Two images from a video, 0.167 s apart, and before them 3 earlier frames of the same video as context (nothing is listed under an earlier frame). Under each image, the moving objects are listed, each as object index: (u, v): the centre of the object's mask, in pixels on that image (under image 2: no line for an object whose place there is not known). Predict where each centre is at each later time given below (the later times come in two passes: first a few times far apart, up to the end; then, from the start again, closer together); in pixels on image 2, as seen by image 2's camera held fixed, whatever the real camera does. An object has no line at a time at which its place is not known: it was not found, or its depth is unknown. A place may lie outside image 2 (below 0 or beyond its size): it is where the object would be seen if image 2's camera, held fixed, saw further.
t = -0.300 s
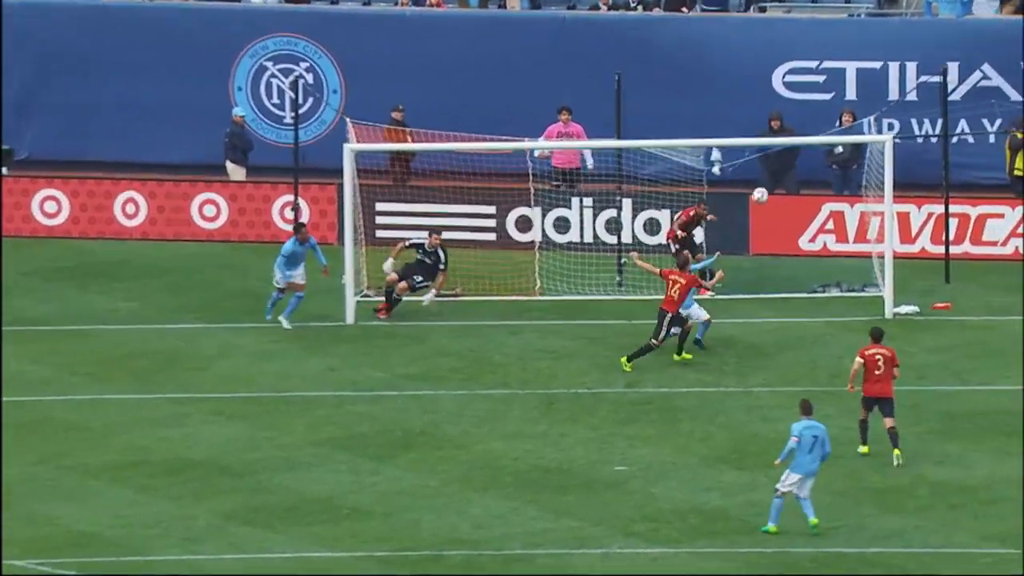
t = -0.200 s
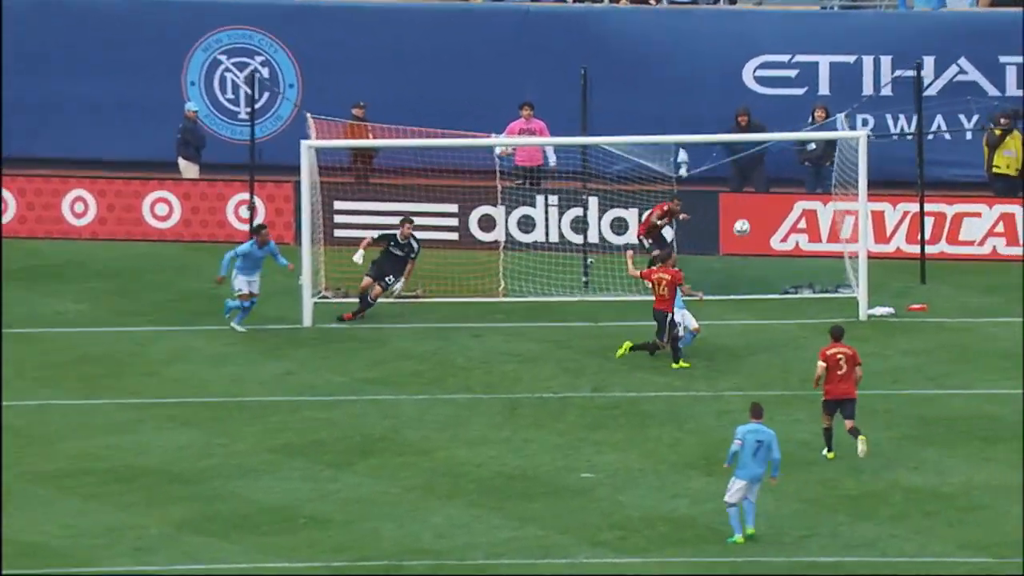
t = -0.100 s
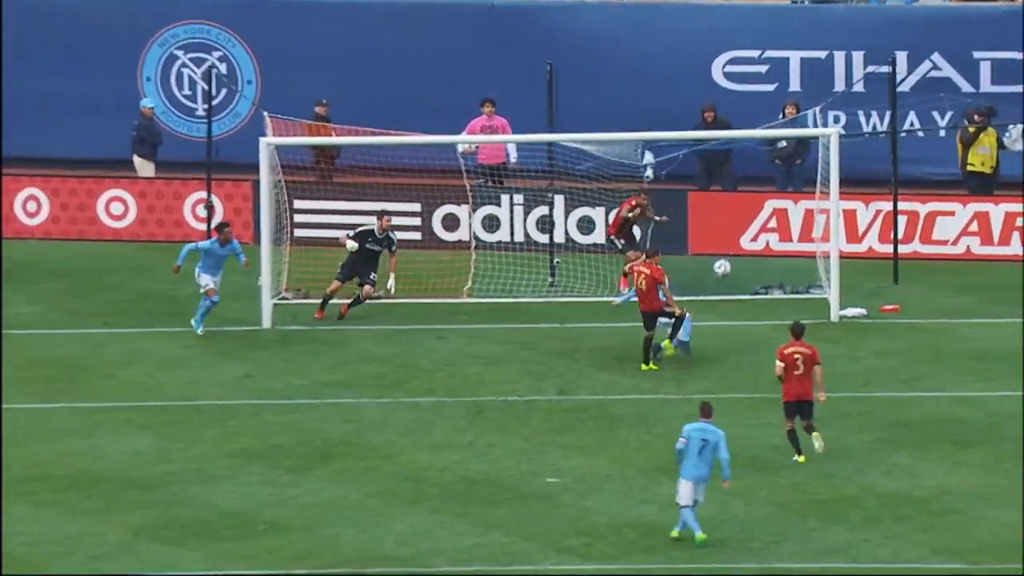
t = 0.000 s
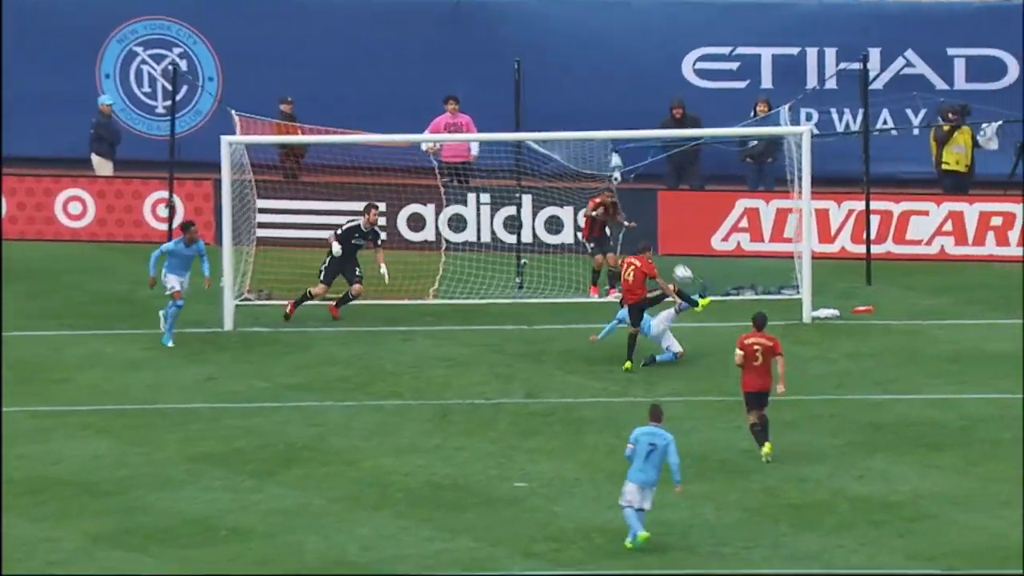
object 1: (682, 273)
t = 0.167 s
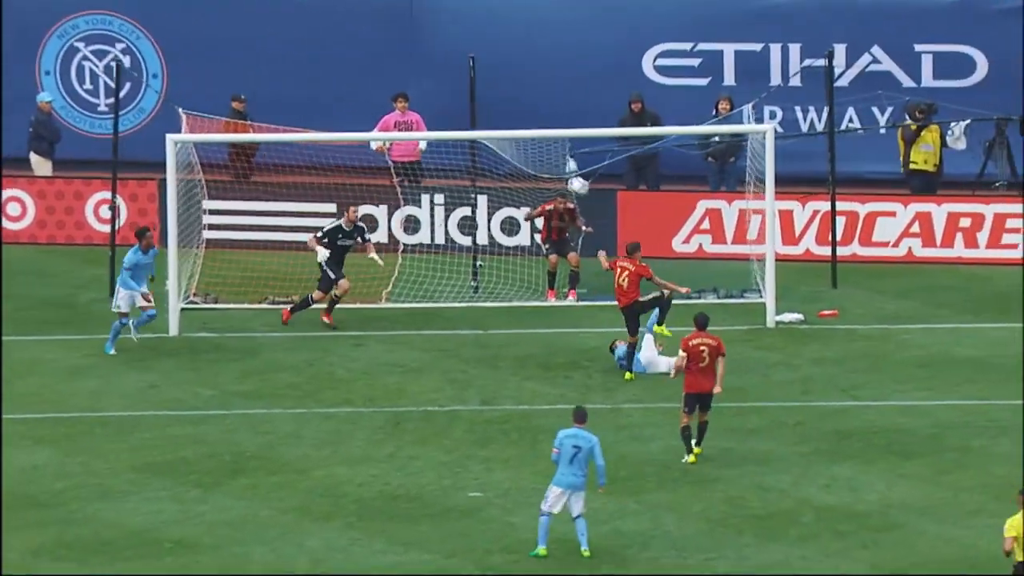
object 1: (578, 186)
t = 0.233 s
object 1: (553, 156)
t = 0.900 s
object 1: (320, 51)
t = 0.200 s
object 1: (567, 169)
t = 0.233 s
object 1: (553, 156)
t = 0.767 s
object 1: (364, 43)
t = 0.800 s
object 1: (352, 44)
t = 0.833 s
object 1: (342, 46)
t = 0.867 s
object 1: (331, 48)
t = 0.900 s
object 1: (320, 51)
